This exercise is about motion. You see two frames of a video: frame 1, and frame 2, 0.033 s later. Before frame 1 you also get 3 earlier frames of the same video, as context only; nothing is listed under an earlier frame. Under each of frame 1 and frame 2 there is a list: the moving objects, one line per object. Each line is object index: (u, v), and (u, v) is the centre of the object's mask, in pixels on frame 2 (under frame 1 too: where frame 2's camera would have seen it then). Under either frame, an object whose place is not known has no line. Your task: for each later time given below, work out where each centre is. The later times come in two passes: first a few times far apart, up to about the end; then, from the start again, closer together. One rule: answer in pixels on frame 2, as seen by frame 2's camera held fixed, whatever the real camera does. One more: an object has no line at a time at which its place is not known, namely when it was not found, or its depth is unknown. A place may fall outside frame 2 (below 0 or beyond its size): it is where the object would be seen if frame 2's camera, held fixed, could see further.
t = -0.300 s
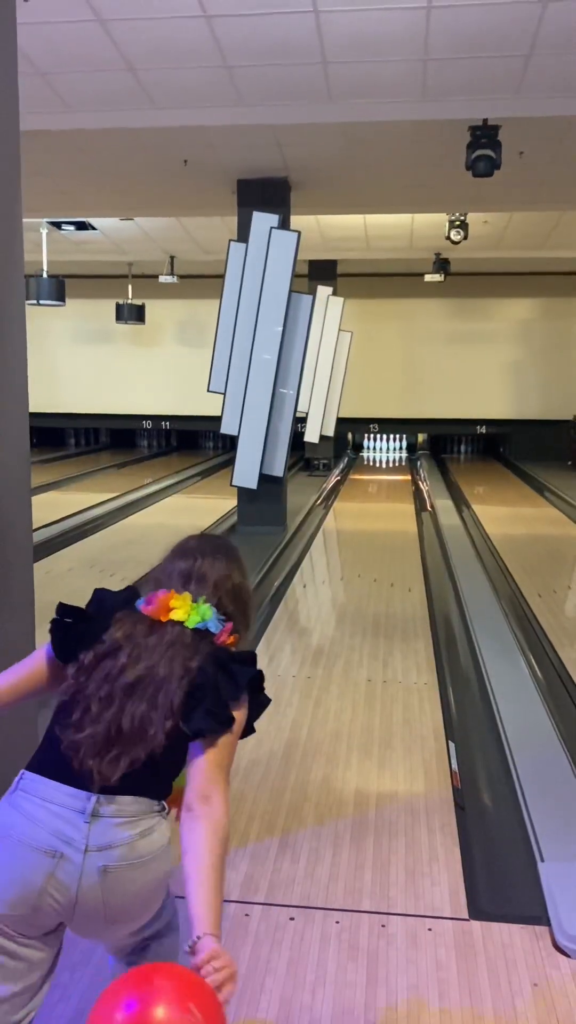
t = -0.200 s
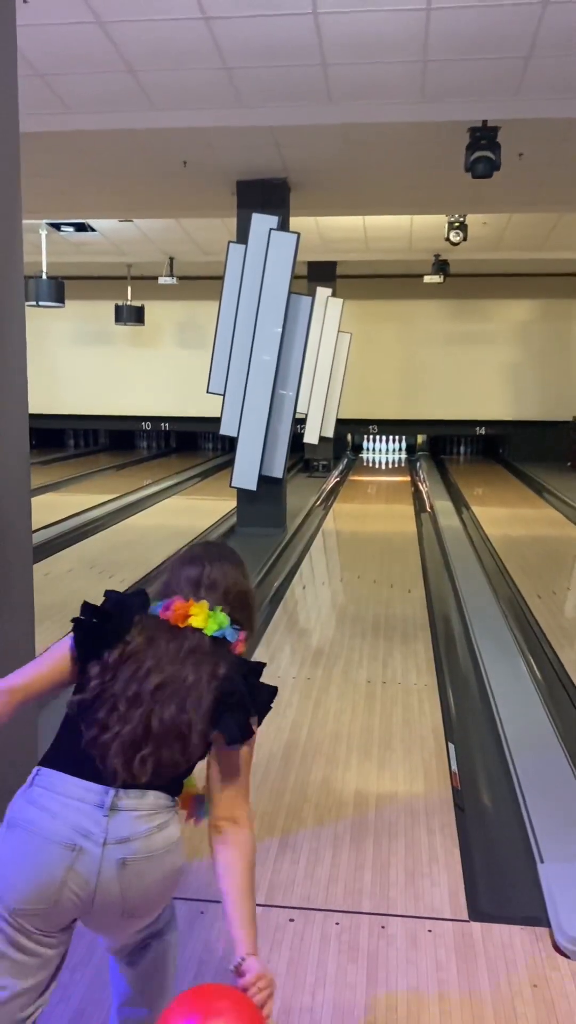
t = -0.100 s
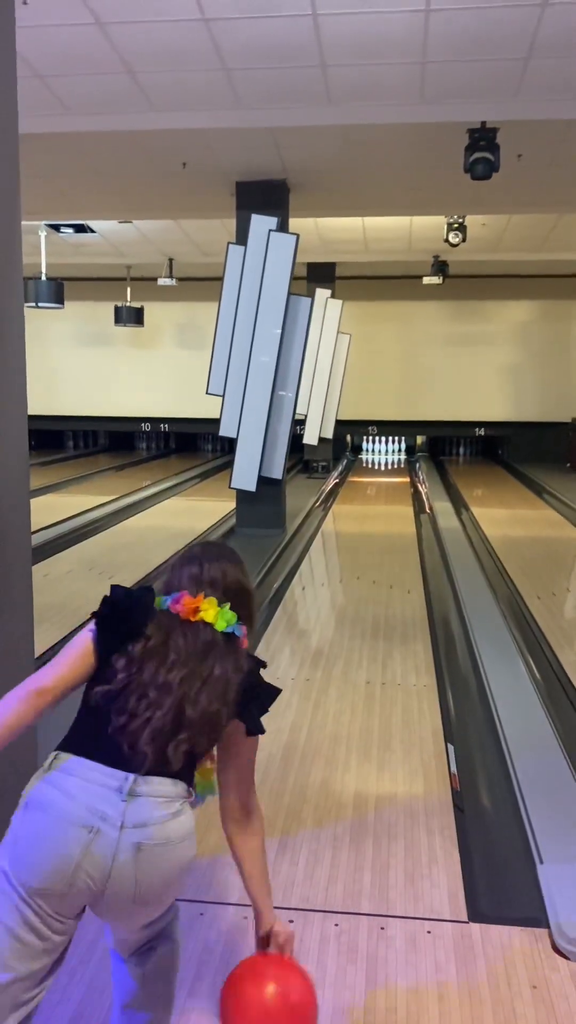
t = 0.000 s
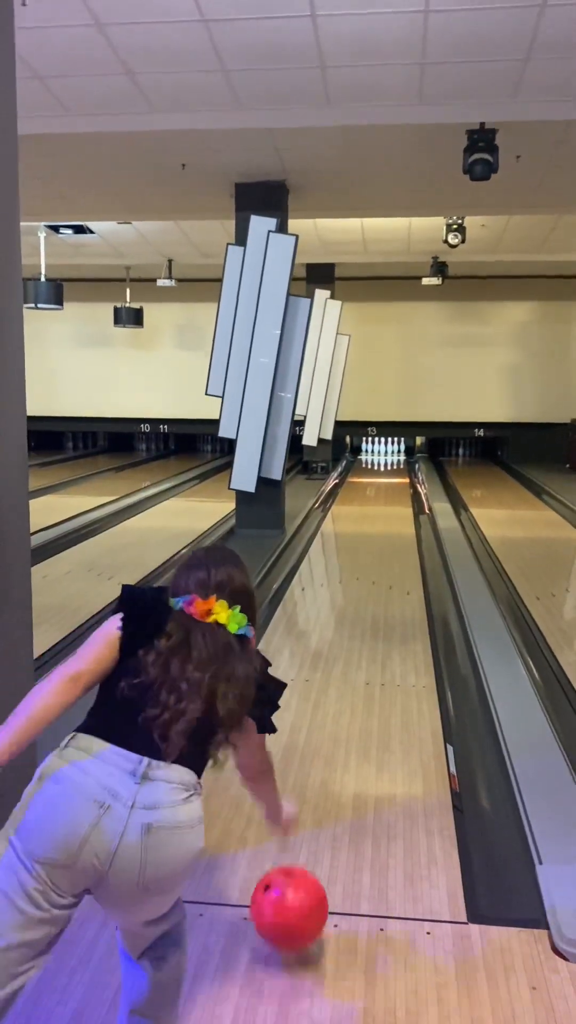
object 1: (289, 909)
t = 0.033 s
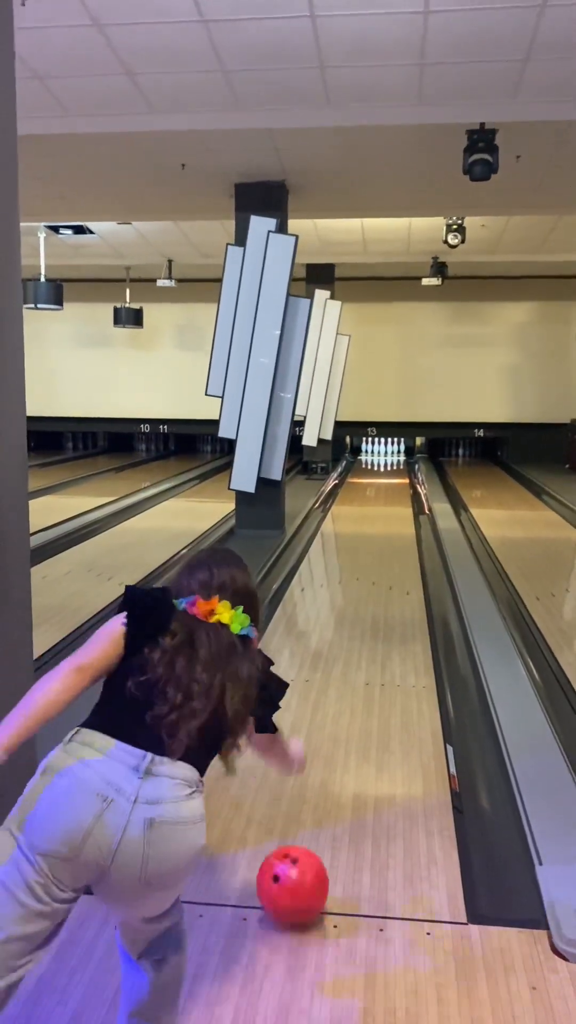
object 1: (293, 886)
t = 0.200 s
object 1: (305, 753)
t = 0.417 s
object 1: (313, 670)
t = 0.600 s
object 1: (323, 629)
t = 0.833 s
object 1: (320, 581)
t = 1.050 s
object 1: (321, 556)
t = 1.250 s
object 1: (323, 538)
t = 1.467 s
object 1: (323, 523)
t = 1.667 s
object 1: (323, 511)
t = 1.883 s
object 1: (321, 505)
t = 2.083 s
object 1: (326, 498)
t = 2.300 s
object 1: (330, 492)
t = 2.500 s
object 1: (333, 487)
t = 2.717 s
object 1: (337, 483)
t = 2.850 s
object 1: (338, 480)
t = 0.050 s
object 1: (295, 873)
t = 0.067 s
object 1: (296, 853)
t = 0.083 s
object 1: (297, 835)
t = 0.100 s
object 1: (298, 819)
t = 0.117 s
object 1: (299, 805)
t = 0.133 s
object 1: (301, 791)
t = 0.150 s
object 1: (302, 780)
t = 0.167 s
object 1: (303, 769)
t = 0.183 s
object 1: (304, 761)
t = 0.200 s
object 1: (305, 753)
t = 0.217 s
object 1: (306, 746)
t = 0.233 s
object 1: (306, 740)
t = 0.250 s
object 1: (307, 735)
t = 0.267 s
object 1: (308, 728)
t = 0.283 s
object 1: (308, 719)
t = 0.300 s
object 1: (309, 711)
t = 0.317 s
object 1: (310, 704)
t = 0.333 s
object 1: (310, 699)
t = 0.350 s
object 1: (311, 693)
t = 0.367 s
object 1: (311, 686)
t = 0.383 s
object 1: (312, 681)
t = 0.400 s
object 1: (312, 676)
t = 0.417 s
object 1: (313, 670)
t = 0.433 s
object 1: (313, 665)
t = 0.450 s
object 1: (314, 660)
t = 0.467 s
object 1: (314, 655)
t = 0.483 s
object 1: (315, 651)
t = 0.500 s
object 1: (315, 646)
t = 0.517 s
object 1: (315, 642)
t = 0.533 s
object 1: (316, 638)
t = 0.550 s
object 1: (316, 634)
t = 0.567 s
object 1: (317, 631)
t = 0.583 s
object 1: (319, 629)
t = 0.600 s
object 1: (323, 629)
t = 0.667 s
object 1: (318, 609)
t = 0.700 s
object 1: (319, 603)
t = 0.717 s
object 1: (319, 600)
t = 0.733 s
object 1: (319, 597)
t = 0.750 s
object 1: (319, 594)
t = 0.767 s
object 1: (319, 591)
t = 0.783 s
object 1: (319, 589)
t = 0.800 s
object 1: (319, 587)
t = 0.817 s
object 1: (319, 584)
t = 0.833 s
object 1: (320, 581)
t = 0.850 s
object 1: (320, 579)
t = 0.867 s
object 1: (320, 577)
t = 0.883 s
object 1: (320, 575)
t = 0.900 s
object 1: (320, 573)
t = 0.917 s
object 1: (320, 571)
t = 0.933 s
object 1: (321, 568)
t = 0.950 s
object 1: (321, 567)
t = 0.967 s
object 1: (321, 565)
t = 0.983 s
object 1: (321, 563)
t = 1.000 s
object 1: (321, 561)
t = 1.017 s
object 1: (321, 559)
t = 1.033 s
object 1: (321, 557)
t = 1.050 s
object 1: (321, 556)
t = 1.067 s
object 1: (322, 554)
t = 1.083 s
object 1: (321, 553)
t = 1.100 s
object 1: (322, 551)
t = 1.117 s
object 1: (322, 549)
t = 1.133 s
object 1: (322, 548)
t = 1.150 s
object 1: (322, 546)
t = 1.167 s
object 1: (322, 545)
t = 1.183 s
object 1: (322, 543)
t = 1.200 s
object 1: (323, 542)
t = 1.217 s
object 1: (323, 540)
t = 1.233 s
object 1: (323, 539)
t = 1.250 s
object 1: (323, 538)
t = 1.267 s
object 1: (323, 537)
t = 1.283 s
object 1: (323, 535)
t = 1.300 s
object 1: (323, 534)
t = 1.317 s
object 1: (323, 533)
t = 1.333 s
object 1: (323, 532)
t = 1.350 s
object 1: (323, 530)
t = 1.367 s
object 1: (323, 529)
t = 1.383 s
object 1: (323, 528)
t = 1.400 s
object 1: (323, 527)
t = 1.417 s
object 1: (323, 526)
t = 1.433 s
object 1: (323, 525)
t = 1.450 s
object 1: (323, 524)
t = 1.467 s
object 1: (323, 523)
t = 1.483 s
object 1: (323, 522)
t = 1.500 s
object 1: (323, 521)
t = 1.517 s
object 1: (323, 520)
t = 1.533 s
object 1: (323, 519)
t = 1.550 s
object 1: (323, 518)
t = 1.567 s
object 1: (323, 517)
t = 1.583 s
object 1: (323, 516)
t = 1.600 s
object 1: (323, 515)
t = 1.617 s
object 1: (323, 514)
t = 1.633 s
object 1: (323, 513)
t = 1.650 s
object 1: (323, 512)
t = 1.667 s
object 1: (323, 511)
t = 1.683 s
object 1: (323, 510)
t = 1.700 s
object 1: (323, 510)
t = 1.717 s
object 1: (323, 509)
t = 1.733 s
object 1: (323, 509)
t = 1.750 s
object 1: (322, 509)
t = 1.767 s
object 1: (322, 508)
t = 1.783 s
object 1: (322, 508)
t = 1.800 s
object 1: (322, 508)
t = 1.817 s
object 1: (321, 508)
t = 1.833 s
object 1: (320, 508)
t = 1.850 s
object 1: (321, 507)
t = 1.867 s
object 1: (321, 506)
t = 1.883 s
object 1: (321, 505)
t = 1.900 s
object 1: (322, 504)
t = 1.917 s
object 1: (322, 503)
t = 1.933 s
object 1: (324, 501)
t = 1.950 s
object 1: (324, 501)
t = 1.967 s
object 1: (325, 501)
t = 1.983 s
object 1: (325, 501)
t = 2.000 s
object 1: (325, 500)
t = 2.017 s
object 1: (326, 499)
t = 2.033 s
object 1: (325, 499)
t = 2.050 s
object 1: (326, 499)
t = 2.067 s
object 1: (326, 498)
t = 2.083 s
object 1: (326, 498)
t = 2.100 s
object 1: (326, 498)
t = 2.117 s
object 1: (326, 497)
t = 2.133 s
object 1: (327, 497)
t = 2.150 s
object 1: (327, 496)
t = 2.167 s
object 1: (327, 495)
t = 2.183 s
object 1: (327, 495)
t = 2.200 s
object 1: (328, 495)
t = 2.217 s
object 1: (328, 494)
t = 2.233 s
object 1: (328, 494)
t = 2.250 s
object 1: (329, 493)
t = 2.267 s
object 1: (329, 493)
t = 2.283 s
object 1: (330, 492)
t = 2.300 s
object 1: (330, 492)
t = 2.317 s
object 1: (330, 492)
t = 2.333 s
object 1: (331, 491)
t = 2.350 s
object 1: (331, 490)
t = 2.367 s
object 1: (331, 490)
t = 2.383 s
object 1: (331, 490)
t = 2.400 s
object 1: (332, 490)
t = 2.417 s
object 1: (332, 489)
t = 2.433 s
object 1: (332, 489)
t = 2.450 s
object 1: (332, 488)
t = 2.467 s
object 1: (333, 487)
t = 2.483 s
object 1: (333, 488)
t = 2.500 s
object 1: (333, 487)
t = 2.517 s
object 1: (333, 487)
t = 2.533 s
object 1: (333, 487)
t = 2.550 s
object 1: (334, 486)
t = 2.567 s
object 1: (334, 486)
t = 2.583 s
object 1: (334, 486)
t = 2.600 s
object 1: (335, 484)
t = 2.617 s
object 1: (335, 485)
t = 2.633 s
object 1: (335, 484)
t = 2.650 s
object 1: (336, 484)
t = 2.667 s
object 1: (336, 484)
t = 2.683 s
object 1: (336, 483)
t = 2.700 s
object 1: (336, 483)
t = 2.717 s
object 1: (337, 483)
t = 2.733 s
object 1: (337, 483)
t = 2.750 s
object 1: (337, 482)
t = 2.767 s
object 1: (337, 482)
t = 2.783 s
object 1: (337, 481)
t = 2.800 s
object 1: (337, 481)
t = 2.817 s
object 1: (337, 481)
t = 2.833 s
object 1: (337, 481)
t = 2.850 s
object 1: (338, 480)
